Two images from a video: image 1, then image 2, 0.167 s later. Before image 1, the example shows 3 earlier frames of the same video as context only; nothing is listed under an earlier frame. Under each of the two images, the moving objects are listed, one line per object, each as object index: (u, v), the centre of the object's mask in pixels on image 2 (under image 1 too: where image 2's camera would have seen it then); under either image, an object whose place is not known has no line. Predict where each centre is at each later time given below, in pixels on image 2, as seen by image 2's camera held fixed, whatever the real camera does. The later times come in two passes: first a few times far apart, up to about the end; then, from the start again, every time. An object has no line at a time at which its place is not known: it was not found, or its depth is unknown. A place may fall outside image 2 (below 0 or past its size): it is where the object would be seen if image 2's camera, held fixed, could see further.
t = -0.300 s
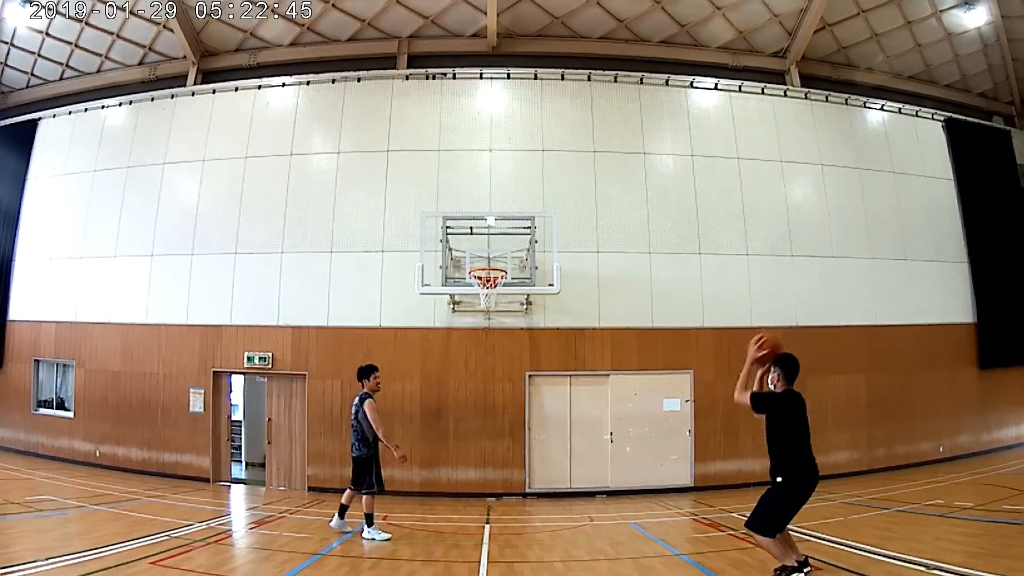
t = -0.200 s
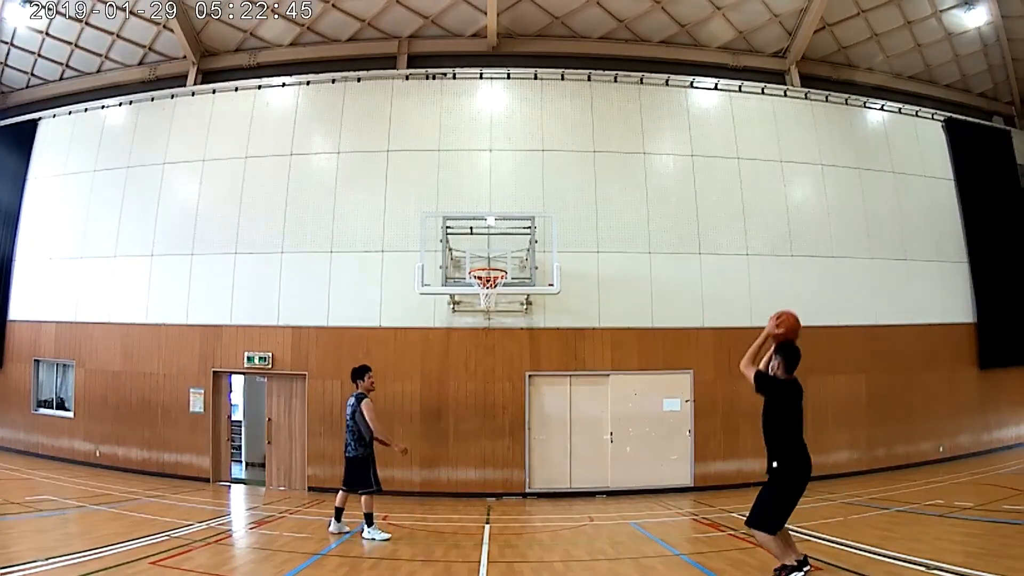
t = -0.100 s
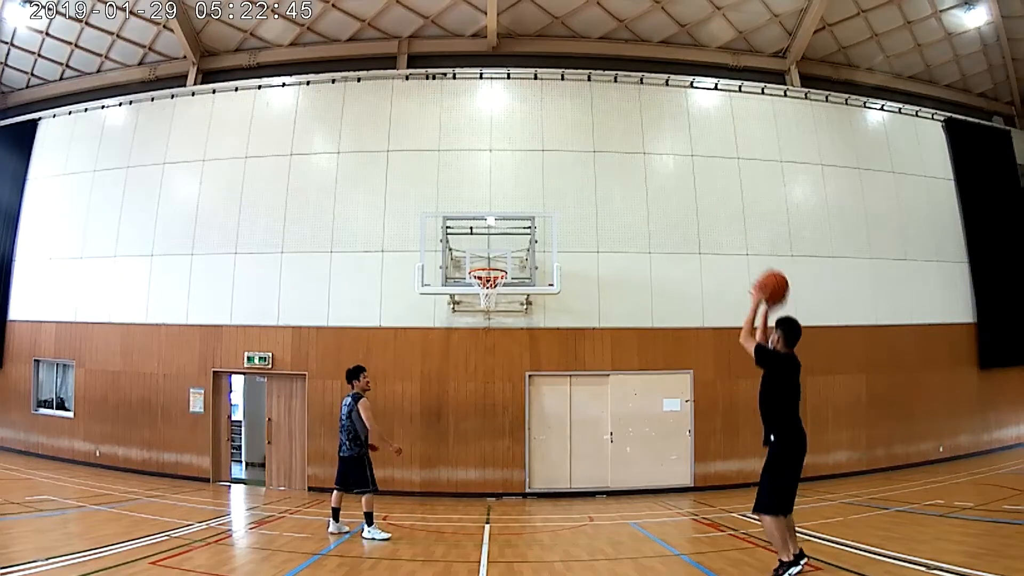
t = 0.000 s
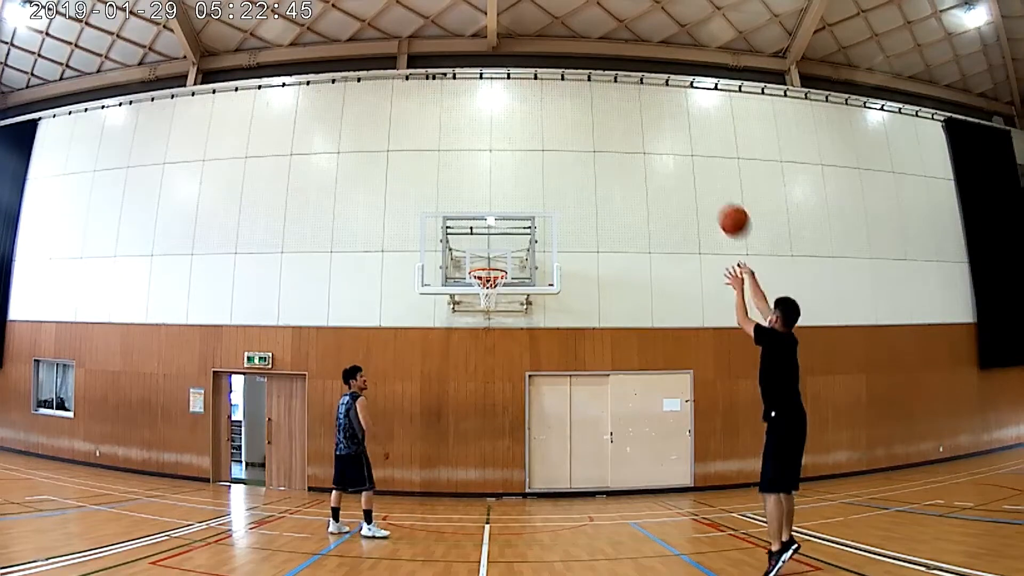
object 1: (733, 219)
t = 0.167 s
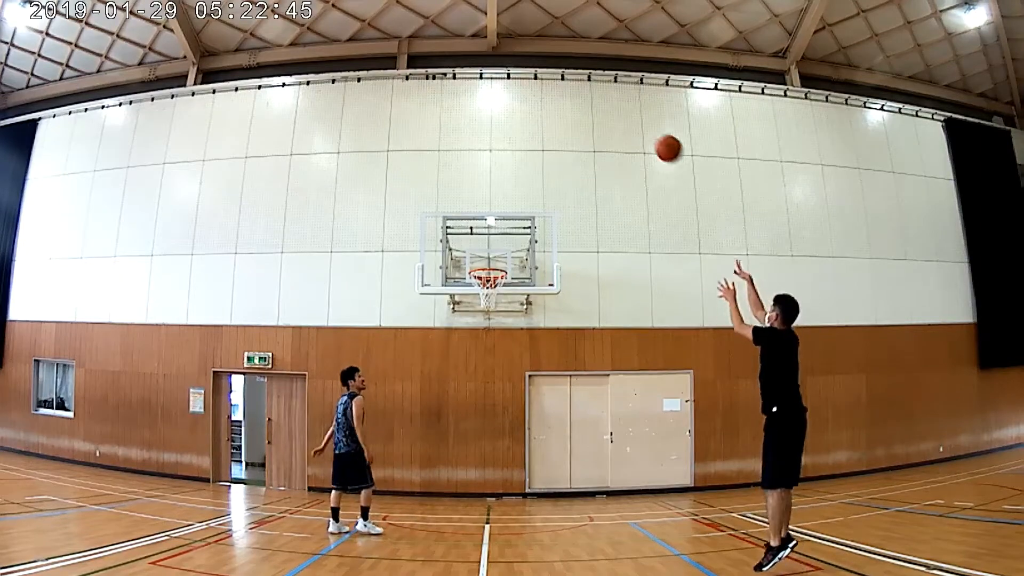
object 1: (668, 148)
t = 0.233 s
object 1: (646, 133)
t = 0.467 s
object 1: (587, 118)
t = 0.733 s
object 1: (536, 157)
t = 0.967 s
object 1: (499, 227)
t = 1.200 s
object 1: (492, 309)
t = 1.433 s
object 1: (516, 403)
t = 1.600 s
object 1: (534, 496)
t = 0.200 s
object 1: (657, 139)
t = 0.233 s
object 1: (646, 133)
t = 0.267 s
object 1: (637, 127)
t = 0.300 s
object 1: (627, 123)
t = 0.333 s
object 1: (618, 120)
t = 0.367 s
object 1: (610, 118)
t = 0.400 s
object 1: (602, 117)
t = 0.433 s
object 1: (594, 117)
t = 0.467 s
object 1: (587, 118)
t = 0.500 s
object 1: (580, 120)
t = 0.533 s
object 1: (573, 123)
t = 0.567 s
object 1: (566, 127)
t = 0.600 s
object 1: (560, 131)
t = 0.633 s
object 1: (554, 136)
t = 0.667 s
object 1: (548, 142)
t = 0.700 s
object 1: (542, 149)
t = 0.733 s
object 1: (536, 157)
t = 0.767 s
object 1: (530, 165)
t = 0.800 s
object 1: (525, 173)
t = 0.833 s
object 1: (519, 183)
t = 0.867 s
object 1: (514, 193)
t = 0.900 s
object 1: (509, 204)
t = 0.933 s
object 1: (503, 215)
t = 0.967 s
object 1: (499, 227)
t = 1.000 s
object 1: (494, 240)
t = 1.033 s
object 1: (489, 253)
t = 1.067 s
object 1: (484, 263)
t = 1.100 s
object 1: (483, 278)
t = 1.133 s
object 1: (486, 290)
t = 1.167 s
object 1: (489, 303)
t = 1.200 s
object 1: (492, 309)
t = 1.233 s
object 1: (495, 320)
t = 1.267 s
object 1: (498, 331)
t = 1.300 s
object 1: (503, 343)
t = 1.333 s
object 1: (507, 359)
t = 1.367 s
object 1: (511, 373)
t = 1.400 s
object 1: (513, 387)
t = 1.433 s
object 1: (516, 403)
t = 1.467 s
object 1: (520, 420)
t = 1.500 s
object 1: (523, 438)
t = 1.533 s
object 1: (527, 458)
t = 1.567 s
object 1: (530, 476)
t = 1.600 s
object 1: (534, 496)
